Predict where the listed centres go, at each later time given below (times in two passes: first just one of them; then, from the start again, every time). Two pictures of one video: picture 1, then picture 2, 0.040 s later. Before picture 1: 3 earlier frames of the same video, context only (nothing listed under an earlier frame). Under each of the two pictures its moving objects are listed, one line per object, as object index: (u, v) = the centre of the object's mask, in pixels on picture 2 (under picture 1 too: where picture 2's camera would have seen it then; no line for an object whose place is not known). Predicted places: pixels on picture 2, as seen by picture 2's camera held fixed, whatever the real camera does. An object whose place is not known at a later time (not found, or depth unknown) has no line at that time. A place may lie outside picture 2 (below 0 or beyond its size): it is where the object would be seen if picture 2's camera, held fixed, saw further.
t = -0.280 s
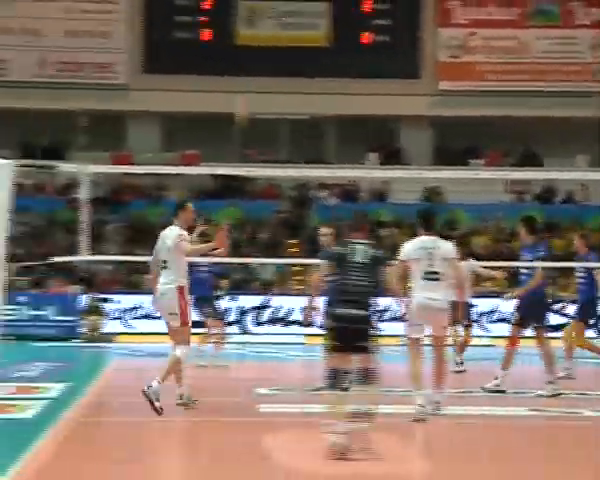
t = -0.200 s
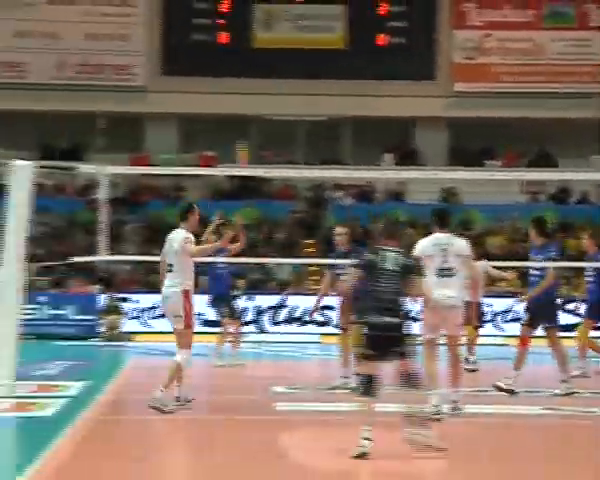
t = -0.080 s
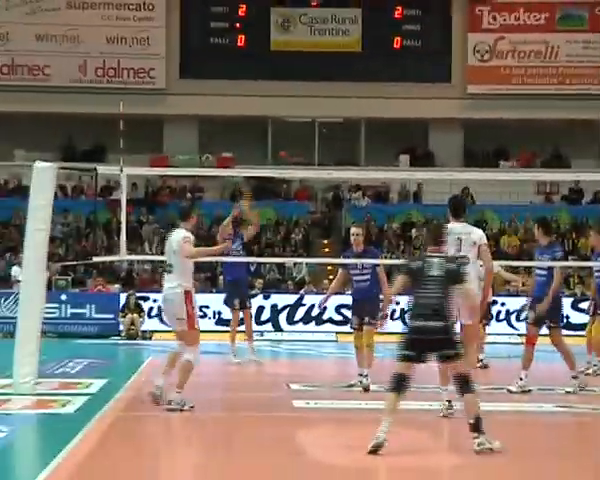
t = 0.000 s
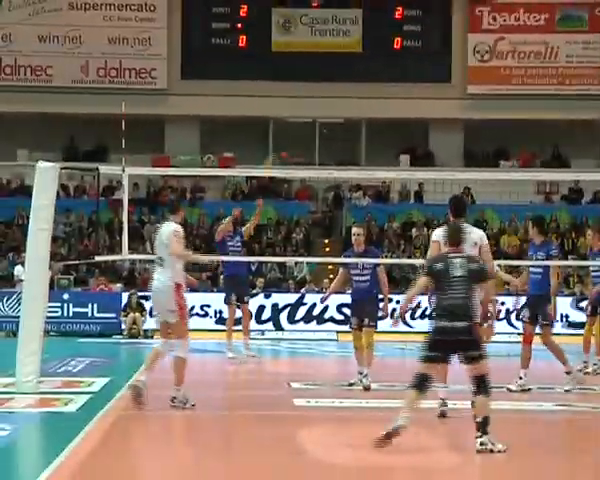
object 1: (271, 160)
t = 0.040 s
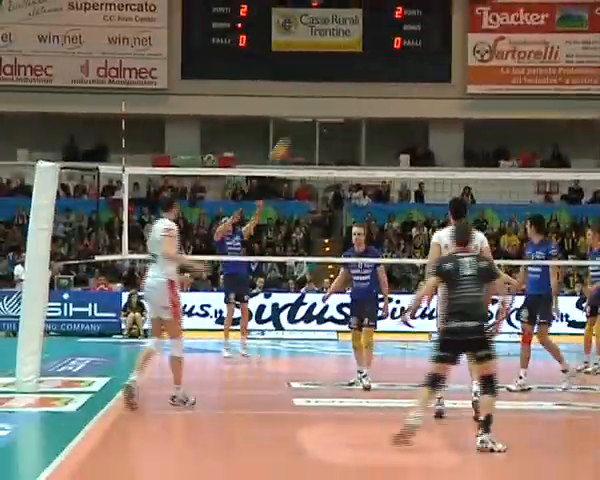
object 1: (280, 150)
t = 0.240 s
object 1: (343, 79)
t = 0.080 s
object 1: (293, 133)
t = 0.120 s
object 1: (302, 121)
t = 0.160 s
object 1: (313, 104)
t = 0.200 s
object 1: (329, 90)
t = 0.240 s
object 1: (343, 79)
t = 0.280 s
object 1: (357, 70)
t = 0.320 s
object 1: (370, 62)
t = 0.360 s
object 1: (383, 53)
